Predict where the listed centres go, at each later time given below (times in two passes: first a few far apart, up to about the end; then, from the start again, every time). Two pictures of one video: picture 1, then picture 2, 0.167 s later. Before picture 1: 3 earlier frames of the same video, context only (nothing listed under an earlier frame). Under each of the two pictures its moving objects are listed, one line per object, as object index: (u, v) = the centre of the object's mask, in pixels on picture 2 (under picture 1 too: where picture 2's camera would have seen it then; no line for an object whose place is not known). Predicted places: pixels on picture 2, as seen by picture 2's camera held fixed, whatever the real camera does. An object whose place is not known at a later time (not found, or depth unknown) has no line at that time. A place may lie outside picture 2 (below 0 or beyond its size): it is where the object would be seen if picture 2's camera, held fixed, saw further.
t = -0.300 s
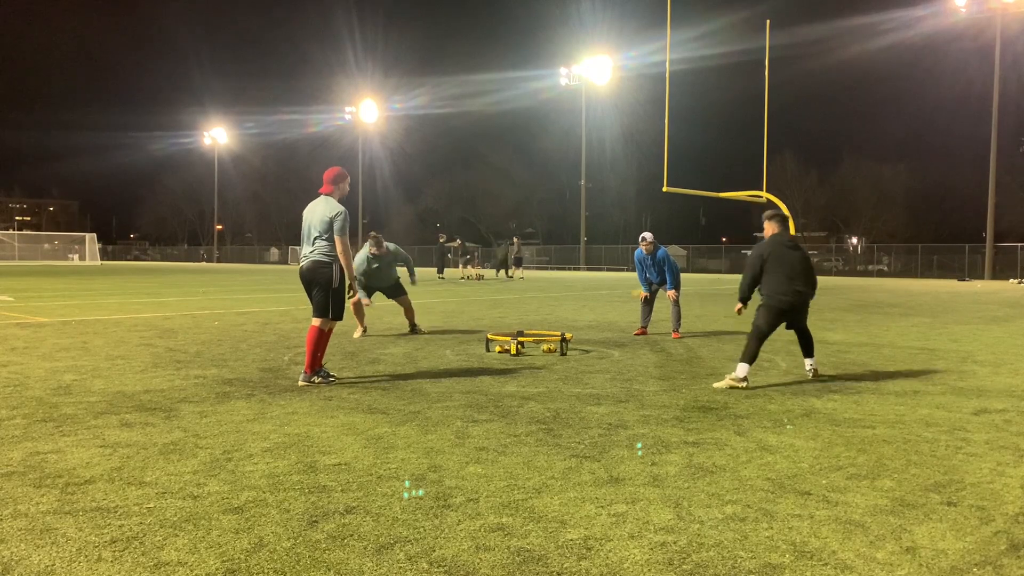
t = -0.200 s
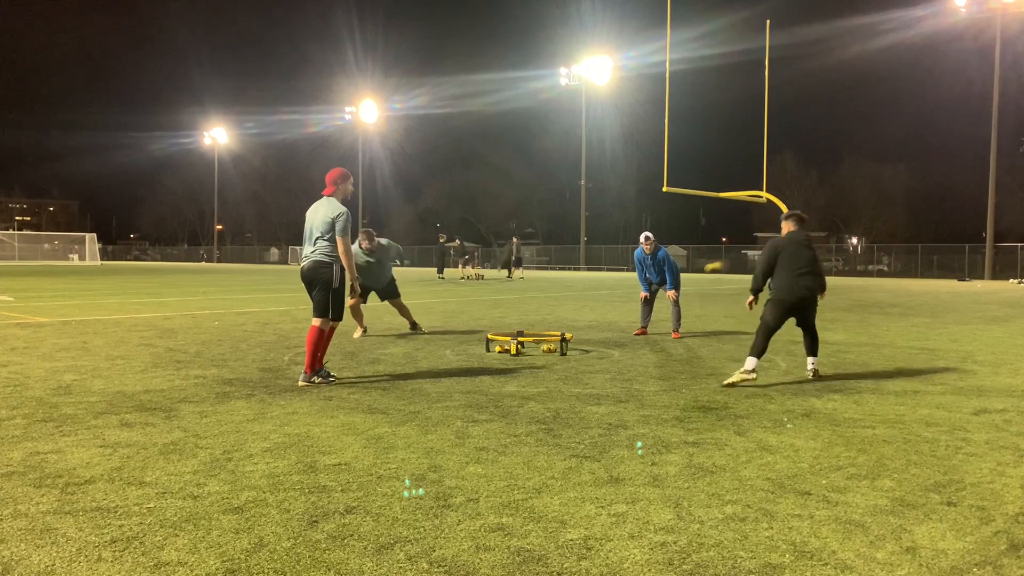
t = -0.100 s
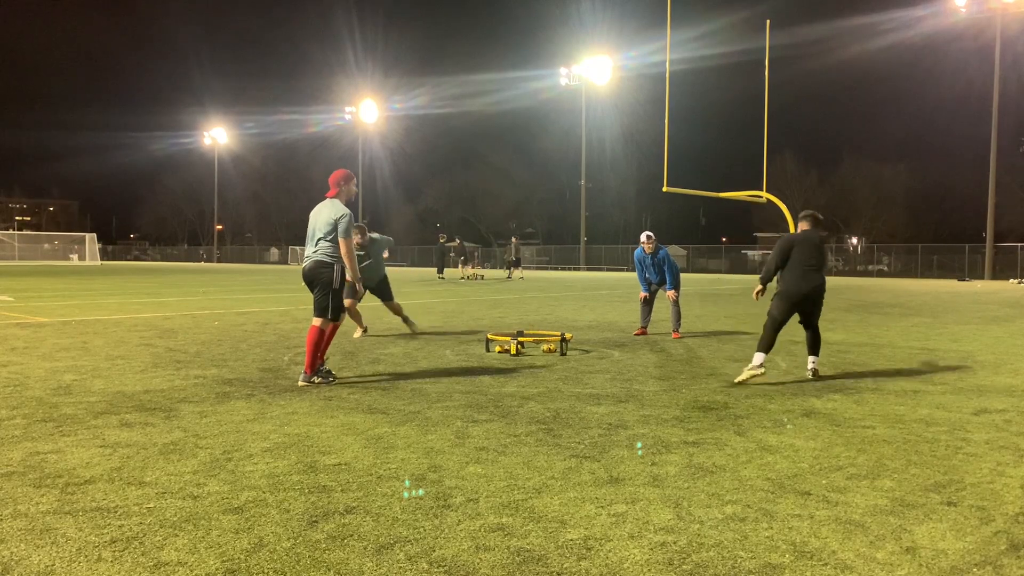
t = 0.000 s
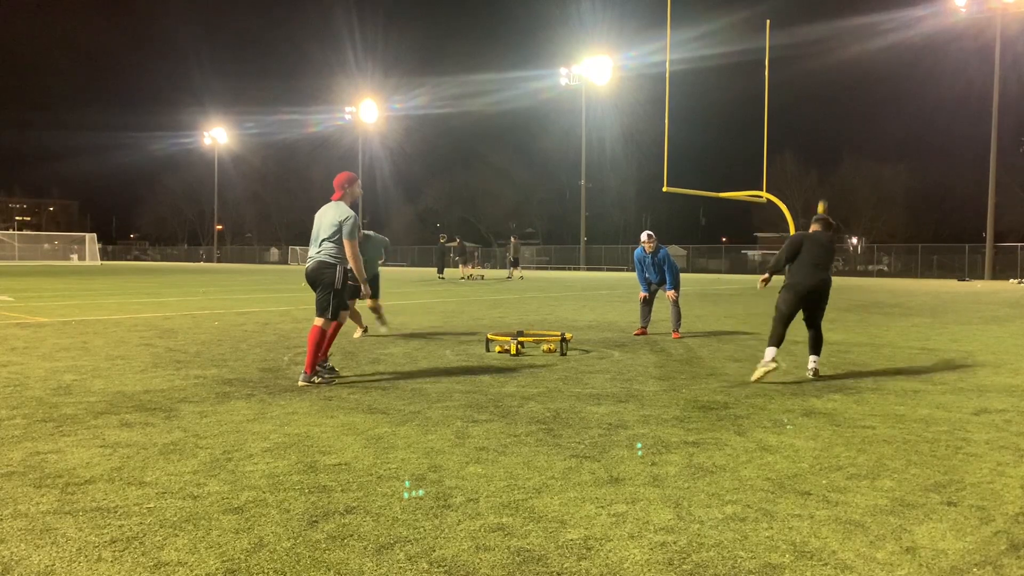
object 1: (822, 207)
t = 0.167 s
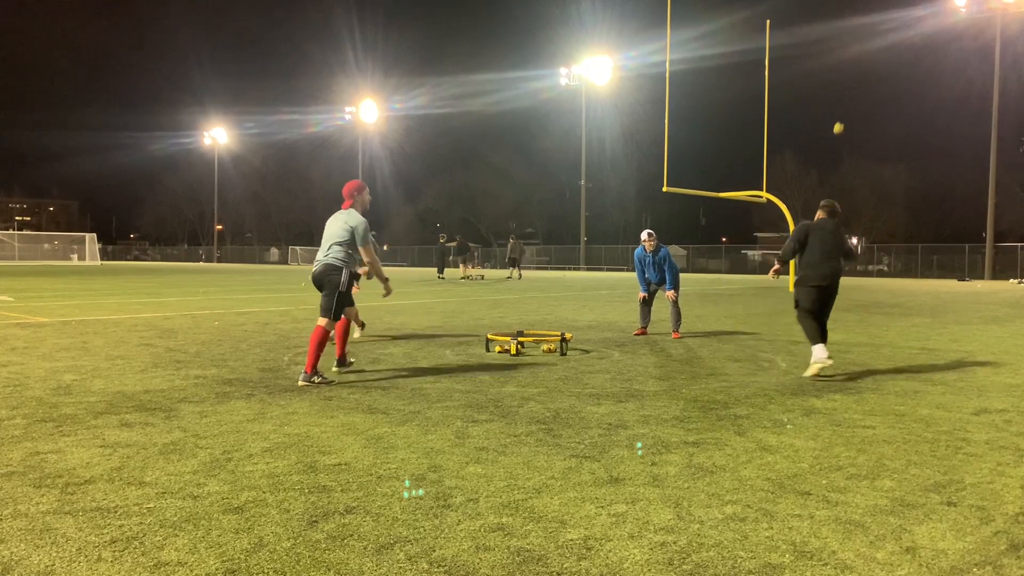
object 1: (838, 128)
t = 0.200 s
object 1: (841, 117)
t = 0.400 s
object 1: (859, 73)
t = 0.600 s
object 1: (873, 67)
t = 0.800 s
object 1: (885, 91)
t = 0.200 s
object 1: (841, 117)
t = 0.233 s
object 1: (844, 106)
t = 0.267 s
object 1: (847, 97)
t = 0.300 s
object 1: (850, 90)
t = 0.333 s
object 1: (853, 83)
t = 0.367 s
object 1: (856, 77)
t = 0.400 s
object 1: (859, 73)
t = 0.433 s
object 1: (861, 70)
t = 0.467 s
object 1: (864, 67)
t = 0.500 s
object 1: (866, 66)
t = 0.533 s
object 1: (868, 65)
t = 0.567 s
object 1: (871, 66)
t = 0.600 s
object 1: (873, 67)
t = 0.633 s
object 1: (875, 69)
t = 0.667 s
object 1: (877, 71)
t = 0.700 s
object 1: (879, 76)
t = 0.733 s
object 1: (882, 80)
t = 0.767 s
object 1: (883, 85)
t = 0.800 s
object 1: (885, 91)
